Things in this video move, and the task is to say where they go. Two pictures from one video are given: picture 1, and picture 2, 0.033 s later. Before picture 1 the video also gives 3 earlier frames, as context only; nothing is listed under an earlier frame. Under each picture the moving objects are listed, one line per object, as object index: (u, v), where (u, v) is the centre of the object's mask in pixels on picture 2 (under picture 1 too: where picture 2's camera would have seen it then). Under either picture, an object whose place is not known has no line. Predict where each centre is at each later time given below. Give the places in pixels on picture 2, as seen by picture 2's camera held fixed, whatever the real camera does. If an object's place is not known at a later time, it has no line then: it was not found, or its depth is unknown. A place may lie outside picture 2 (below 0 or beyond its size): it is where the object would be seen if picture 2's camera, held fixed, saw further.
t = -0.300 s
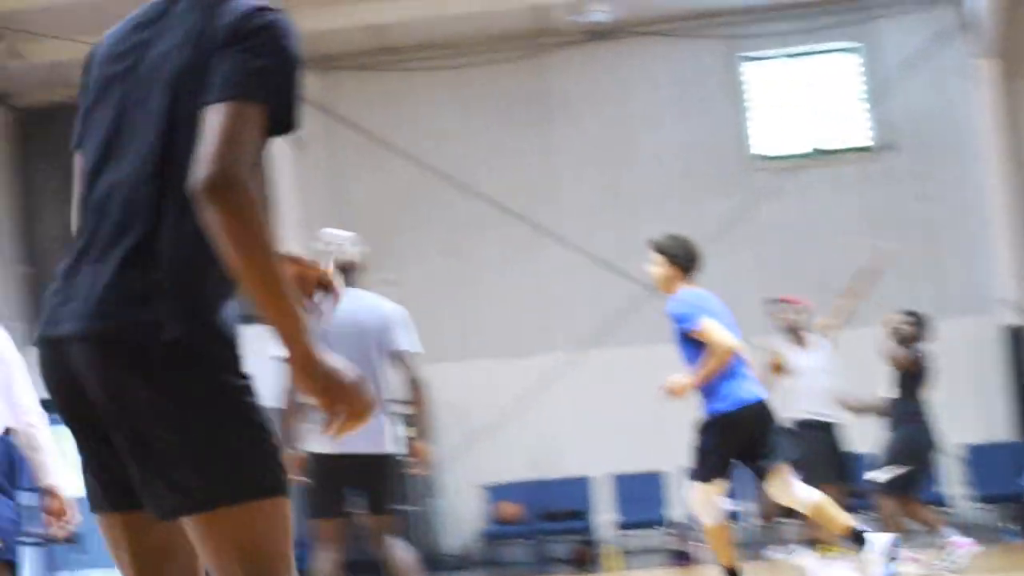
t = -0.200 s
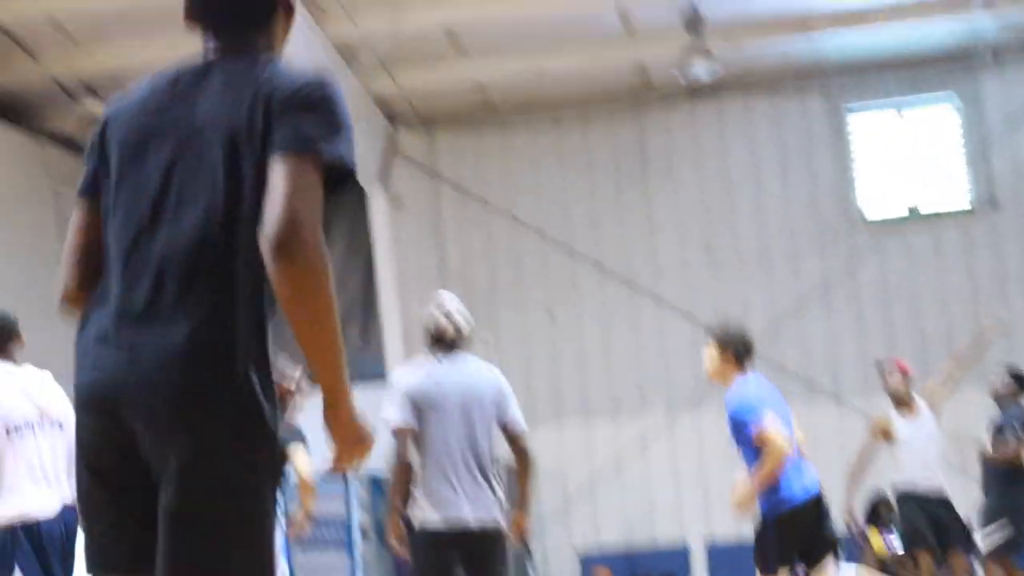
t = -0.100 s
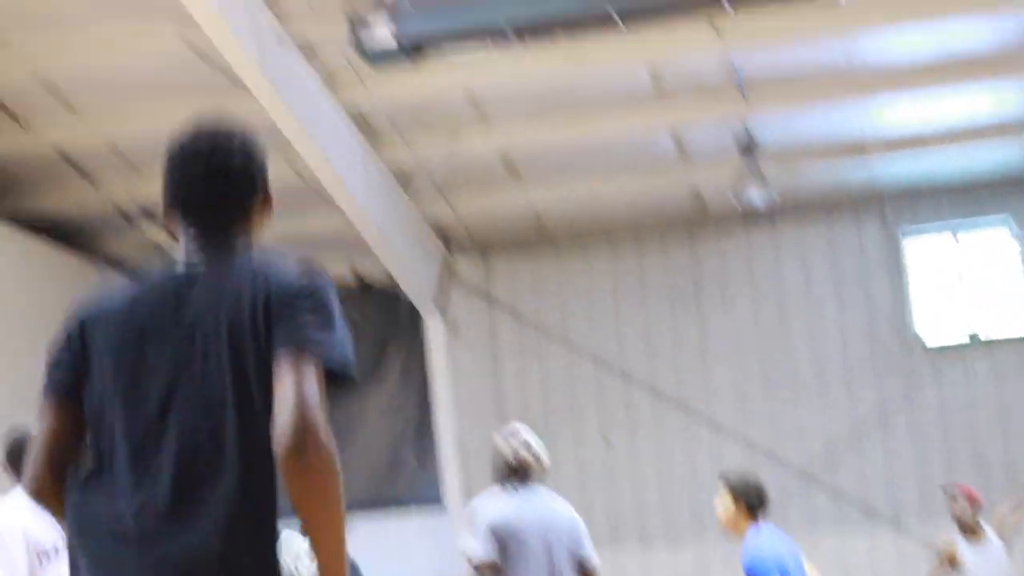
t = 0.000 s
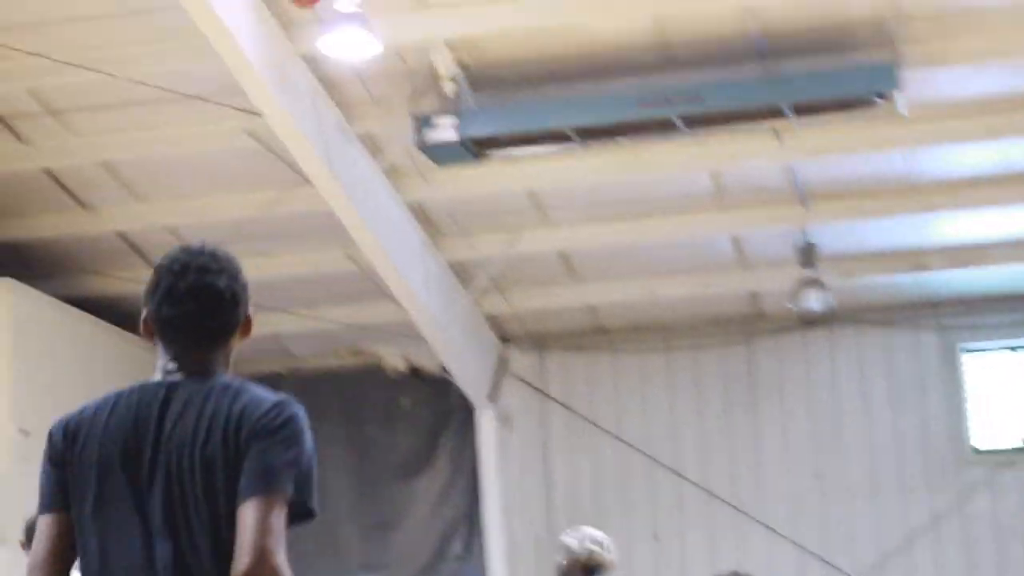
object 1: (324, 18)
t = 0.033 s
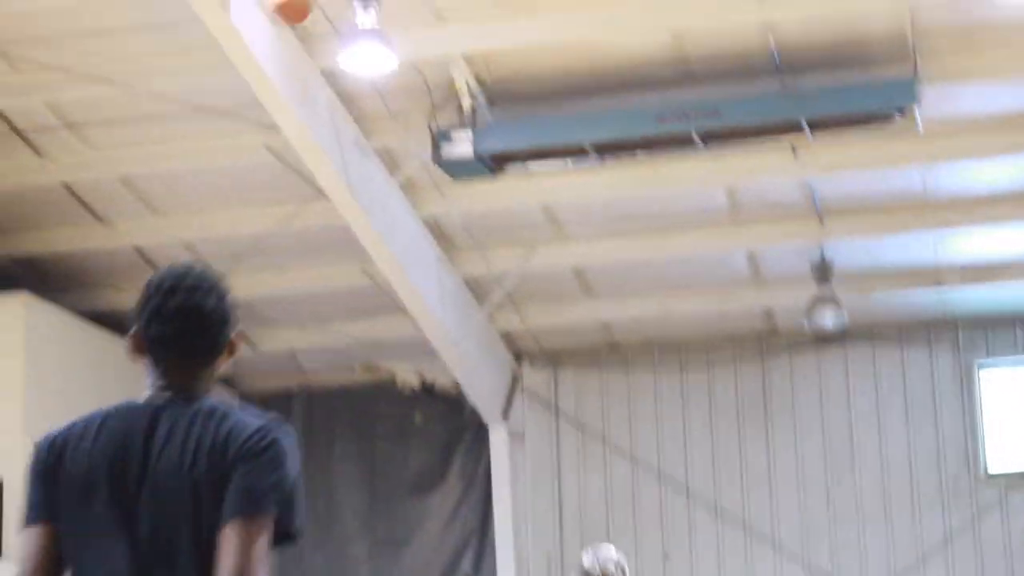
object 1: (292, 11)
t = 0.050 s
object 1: (275, 6)
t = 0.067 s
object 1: (260, 4)
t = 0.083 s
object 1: (244, 9)
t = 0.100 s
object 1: (225, 12)
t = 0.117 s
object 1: (209, 15)
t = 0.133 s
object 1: (193, 19)
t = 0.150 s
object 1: (176, 24)
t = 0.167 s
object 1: (160, 29)
